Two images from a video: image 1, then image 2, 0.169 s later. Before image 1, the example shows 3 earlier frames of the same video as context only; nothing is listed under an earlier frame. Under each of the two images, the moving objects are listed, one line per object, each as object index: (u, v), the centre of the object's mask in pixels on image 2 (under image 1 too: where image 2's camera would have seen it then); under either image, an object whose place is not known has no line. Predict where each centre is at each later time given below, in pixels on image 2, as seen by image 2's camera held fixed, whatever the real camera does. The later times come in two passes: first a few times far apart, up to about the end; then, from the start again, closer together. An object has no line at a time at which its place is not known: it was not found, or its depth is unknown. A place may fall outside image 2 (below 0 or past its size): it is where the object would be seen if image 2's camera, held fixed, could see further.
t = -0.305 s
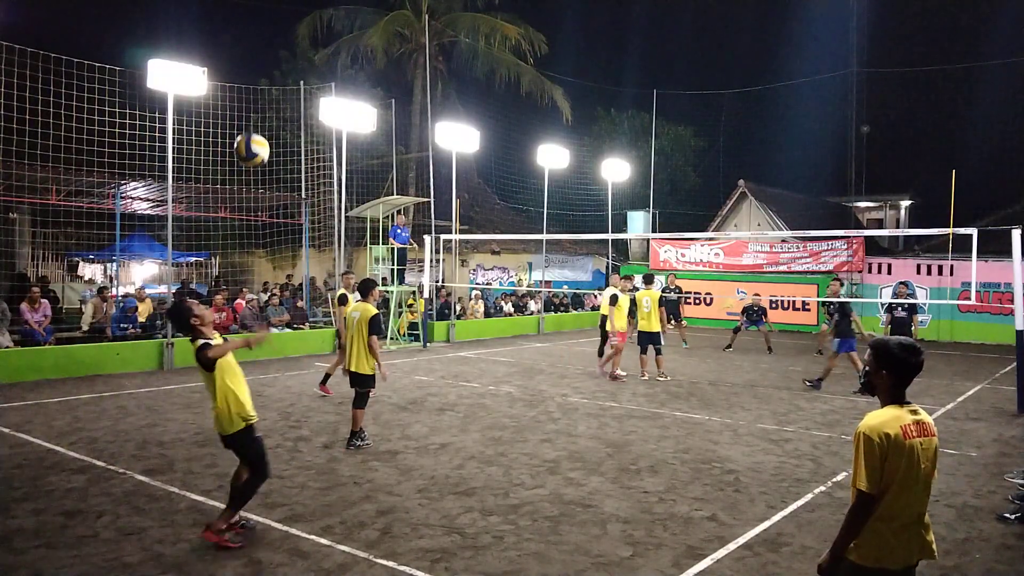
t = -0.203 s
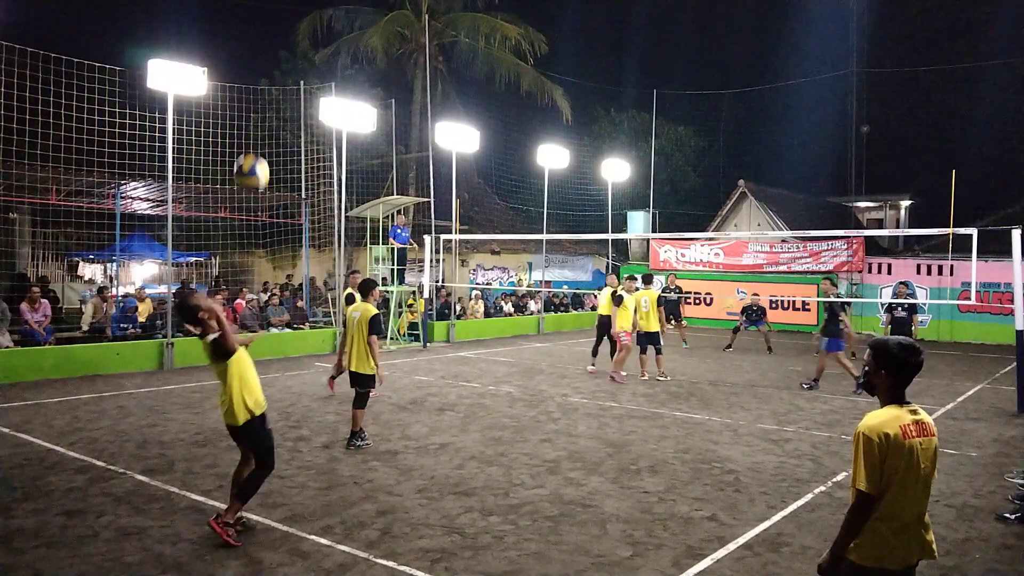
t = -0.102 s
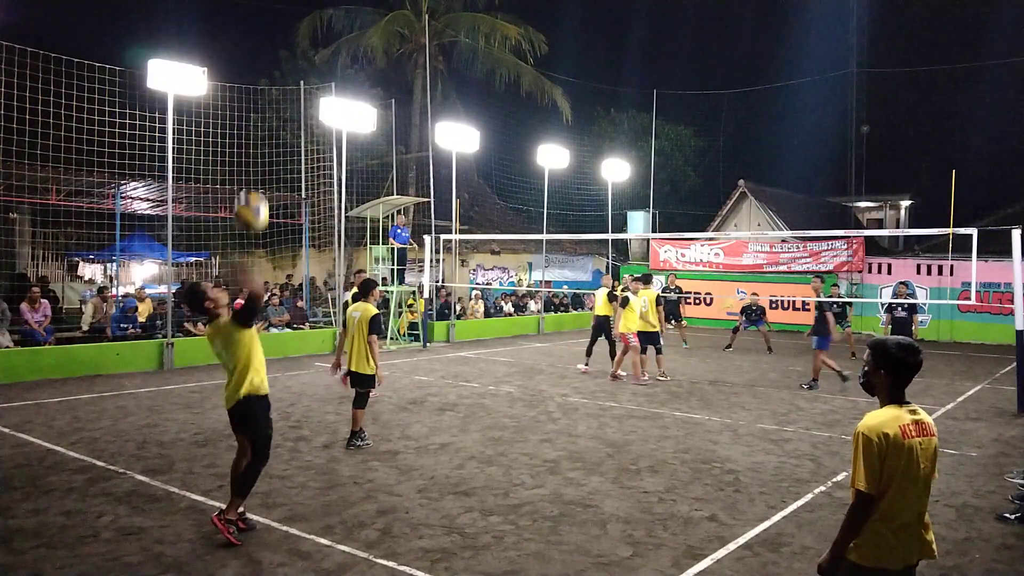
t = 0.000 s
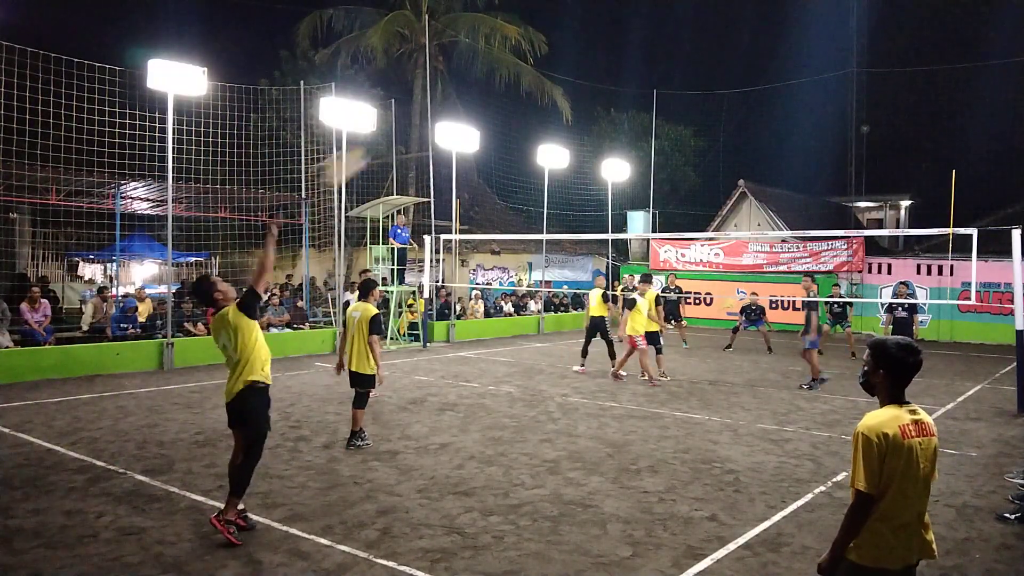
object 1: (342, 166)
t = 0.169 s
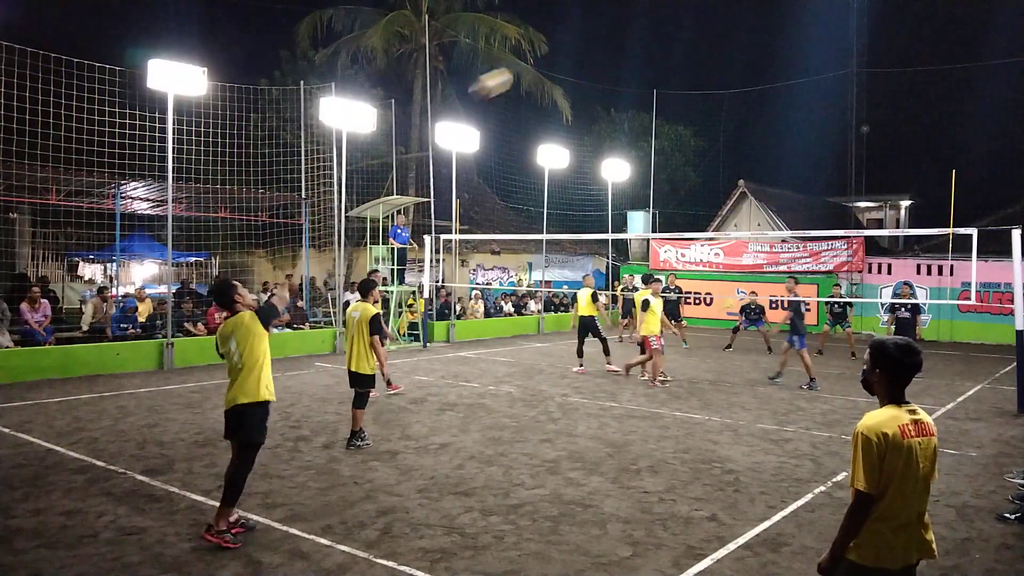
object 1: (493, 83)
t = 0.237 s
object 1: (537, 66)
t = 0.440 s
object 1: (641, 49)
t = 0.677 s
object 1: (722, 75)
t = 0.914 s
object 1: (779, 129)
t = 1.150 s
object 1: (820, 201)
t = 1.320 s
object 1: (841, 261)
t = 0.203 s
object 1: (515, 74)
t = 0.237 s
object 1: (537, 66)
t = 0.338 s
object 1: (594, 52)
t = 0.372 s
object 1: (610, 49)
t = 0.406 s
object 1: (626, 49)
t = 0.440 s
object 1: (641, 49)
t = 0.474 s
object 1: (654, 50)
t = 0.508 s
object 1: (668, 52)
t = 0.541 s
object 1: (679, 55)
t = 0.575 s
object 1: (691, 59)
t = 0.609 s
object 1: (702, 64)
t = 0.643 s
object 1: (712, 69)
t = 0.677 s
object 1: (722, 75)
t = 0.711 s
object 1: (732, 81)
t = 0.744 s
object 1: (740, 88)
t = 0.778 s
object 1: (749, 96)
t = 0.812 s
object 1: (757, 103)
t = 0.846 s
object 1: (765, 111)
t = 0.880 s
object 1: (772, 120)
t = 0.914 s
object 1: (779, 129)
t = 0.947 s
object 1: (786, 139)
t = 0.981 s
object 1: (792, 148)
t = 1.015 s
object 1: (798, 158)
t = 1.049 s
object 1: (804, 169)
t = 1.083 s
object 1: (810, 179)
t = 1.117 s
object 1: (815, 190)
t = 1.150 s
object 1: (820, 201)
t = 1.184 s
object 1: (825, 212)
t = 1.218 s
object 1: (829, 223)
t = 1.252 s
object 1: (834, 234)
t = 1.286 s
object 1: (840, 248)
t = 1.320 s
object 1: (841, 261)
